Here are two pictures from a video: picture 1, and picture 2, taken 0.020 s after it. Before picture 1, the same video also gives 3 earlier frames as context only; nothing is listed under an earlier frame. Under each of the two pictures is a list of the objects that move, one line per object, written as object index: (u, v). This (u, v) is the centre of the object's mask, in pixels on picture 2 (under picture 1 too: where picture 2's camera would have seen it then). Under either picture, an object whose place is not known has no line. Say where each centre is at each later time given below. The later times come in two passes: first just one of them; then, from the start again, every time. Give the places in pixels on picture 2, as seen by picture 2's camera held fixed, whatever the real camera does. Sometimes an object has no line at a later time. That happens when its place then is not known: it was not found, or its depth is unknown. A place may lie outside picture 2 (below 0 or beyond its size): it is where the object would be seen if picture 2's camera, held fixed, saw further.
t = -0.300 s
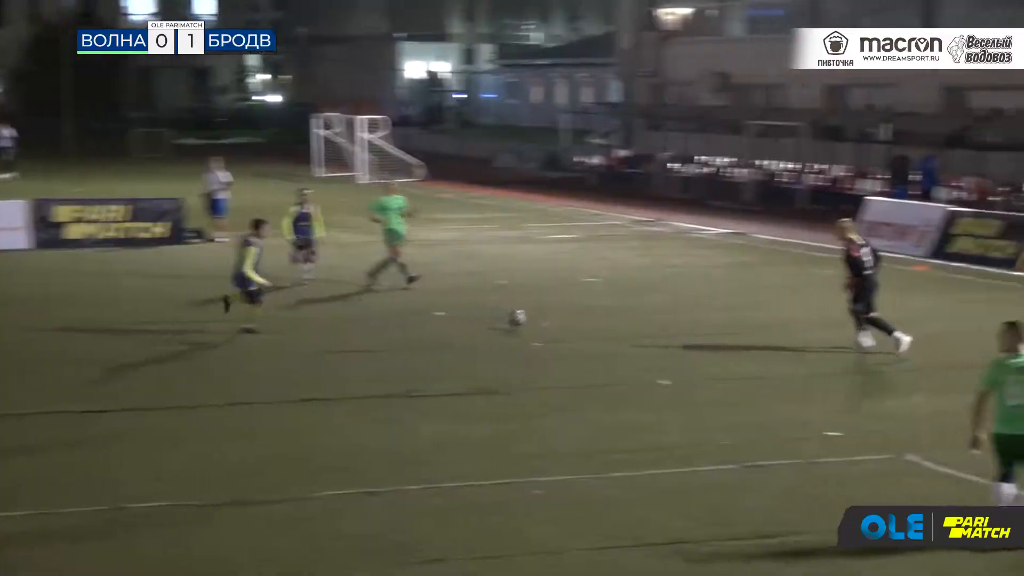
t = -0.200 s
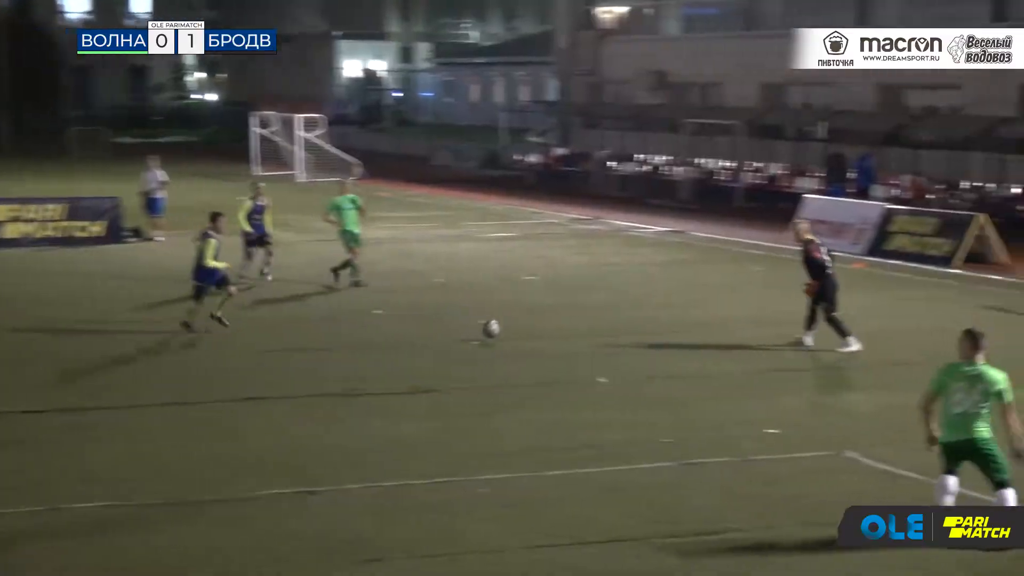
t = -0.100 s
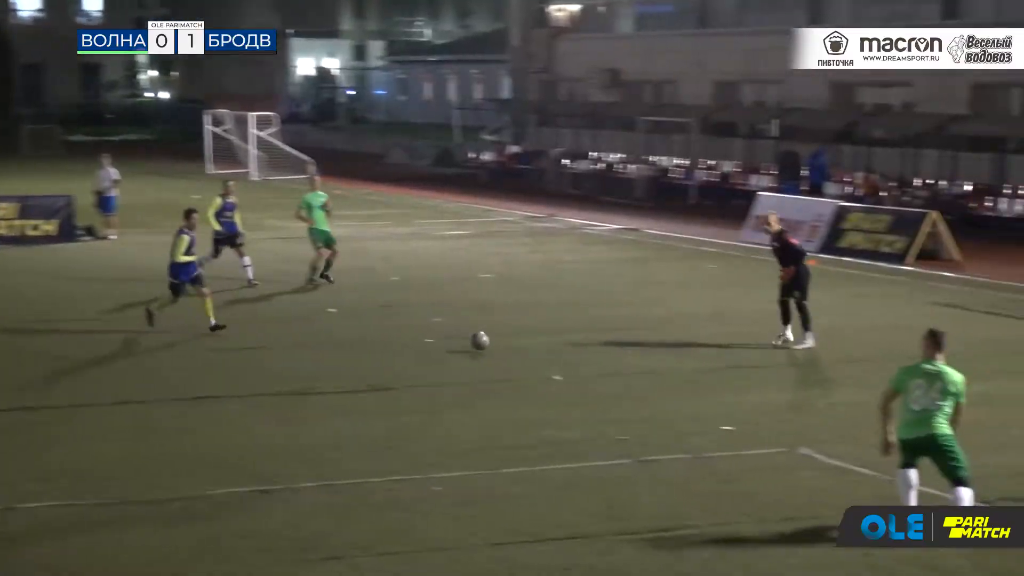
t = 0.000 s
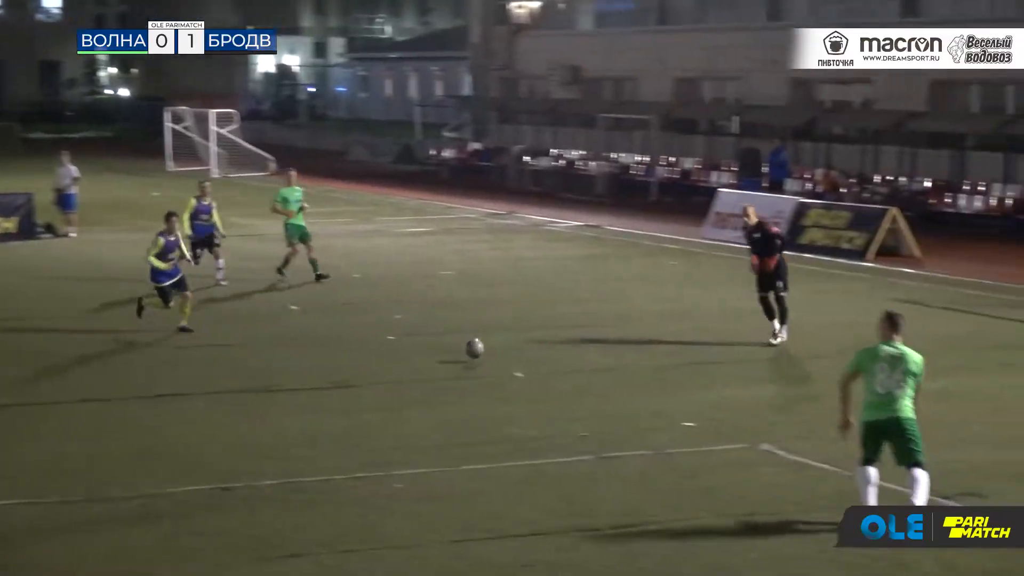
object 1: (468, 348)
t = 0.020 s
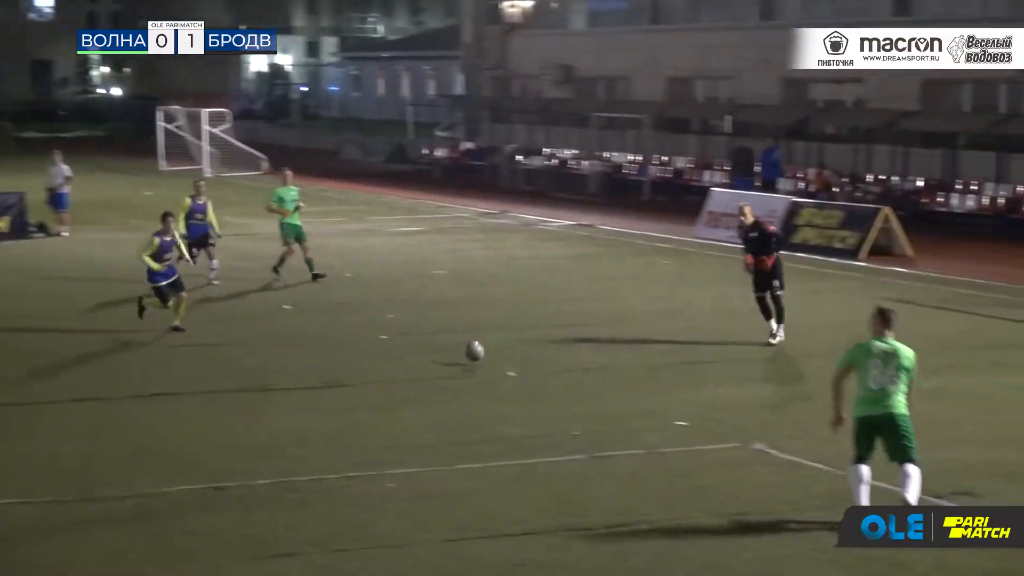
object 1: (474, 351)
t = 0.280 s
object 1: (556, 385)
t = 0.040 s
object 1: (481, 355)
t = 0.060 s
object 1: (487, 360)
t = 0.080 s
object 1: (493, 363)
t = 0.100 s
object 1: (499, 363)
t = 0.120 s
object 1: (505, 364)
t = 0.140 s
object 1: (511, 365)
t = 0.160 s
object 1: (518, 366)
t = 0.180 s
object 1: (524, 368)
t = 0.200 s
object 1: (530, 370)
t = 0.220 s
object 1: (537, 374)
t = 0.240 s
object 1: (543, 377)
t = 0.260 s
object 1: (550, 381)
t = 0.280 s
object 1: (556, 385)
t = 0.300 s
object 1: (562, 390)
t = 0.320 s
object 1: (569, 396)
